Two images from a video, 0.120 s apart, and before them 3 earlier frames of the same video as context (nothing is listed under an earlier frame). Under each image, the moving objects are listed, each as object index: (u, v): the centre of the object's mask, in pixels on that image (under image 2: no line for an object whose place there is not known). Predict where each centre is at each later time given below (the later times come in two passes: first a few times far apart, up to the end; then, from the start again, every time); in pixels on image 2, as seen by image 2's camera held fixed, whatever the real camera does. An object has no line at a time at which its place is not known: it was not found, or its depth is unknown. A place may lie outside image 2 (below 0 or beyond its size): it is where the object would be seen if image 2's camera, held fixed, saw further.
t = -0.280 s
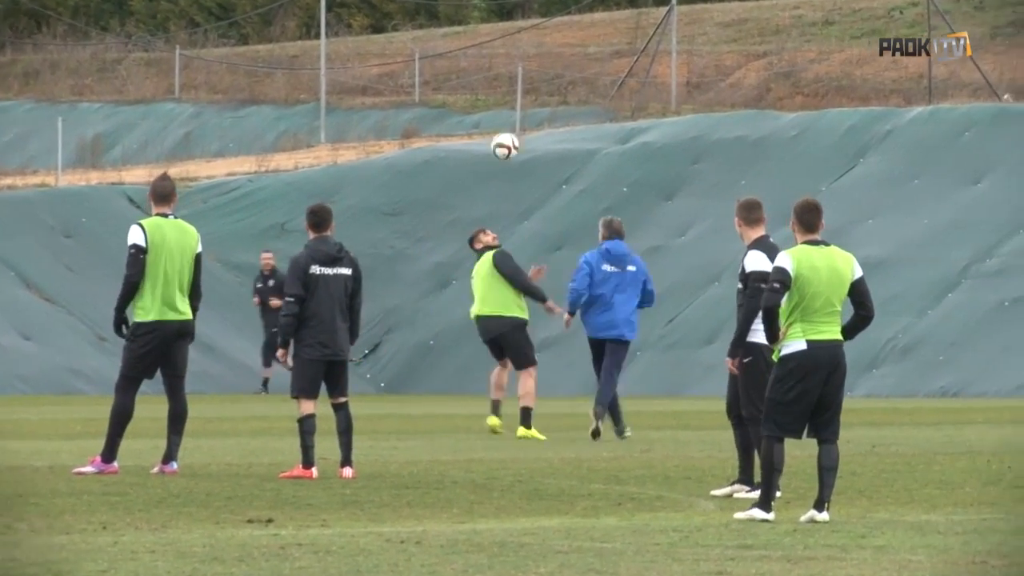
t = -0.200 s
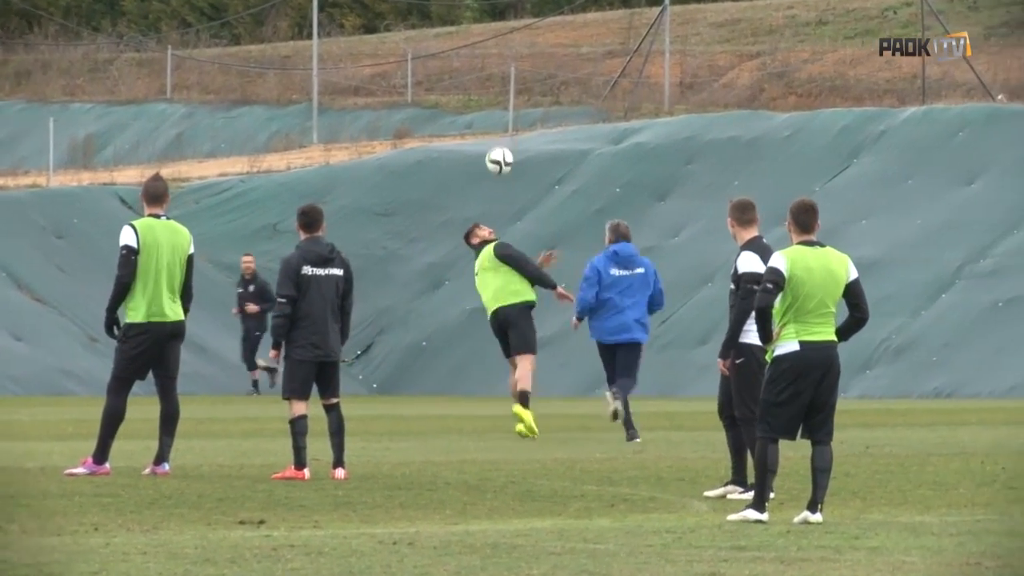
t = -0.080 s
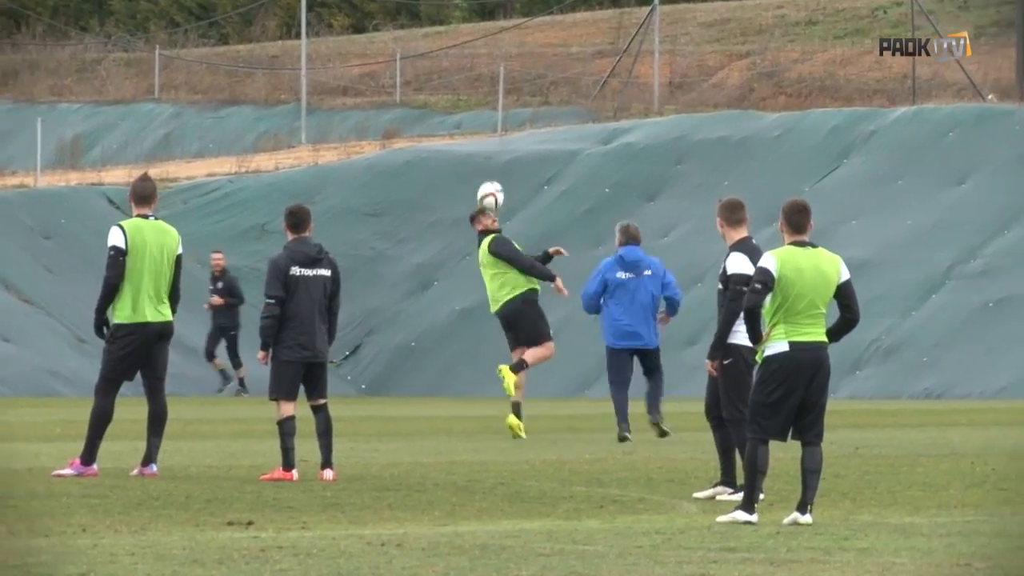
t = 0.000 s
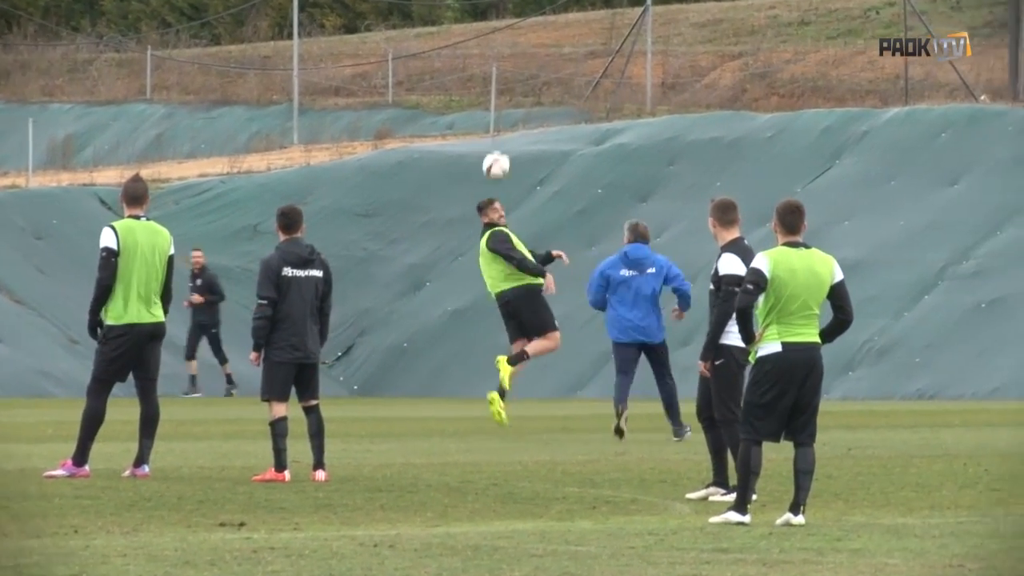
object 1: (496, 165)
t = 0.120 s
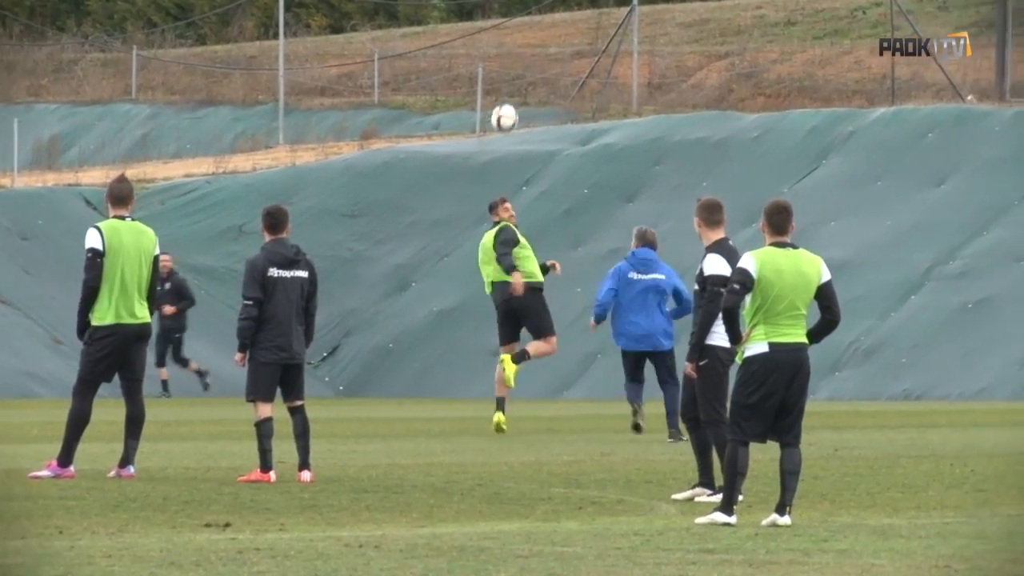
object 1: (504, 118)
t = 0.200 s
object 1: (519, 95)
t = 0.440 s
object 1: (562, 74)
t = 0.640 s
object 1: (595, 108)
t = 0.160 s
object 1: (512, 105)
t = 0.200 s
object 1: (519, 95)
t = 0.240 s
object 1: (526, 87)
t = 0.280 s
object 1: (533, 80)
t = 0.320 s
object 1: (541, 76)
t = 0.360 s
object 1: (548, 73)
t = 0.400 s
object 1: (555, 73)
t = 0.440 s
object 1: (562, 74)
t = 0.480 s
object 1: (569, 78)
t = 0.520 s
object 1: (575, 82)
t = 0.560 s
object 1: (582, 89)
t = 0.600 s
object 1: (589, 98)
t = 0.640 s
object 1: (595, 108)
